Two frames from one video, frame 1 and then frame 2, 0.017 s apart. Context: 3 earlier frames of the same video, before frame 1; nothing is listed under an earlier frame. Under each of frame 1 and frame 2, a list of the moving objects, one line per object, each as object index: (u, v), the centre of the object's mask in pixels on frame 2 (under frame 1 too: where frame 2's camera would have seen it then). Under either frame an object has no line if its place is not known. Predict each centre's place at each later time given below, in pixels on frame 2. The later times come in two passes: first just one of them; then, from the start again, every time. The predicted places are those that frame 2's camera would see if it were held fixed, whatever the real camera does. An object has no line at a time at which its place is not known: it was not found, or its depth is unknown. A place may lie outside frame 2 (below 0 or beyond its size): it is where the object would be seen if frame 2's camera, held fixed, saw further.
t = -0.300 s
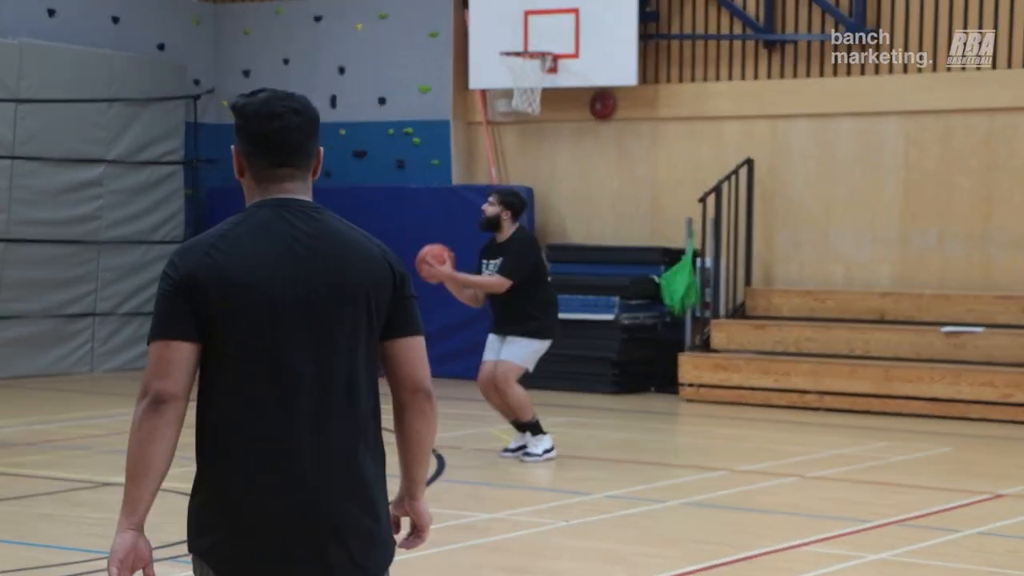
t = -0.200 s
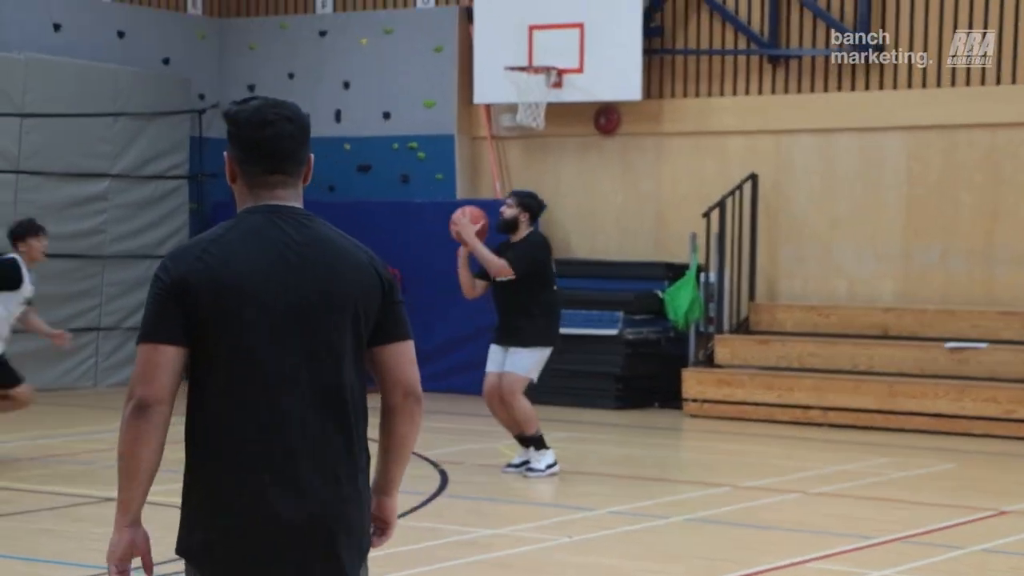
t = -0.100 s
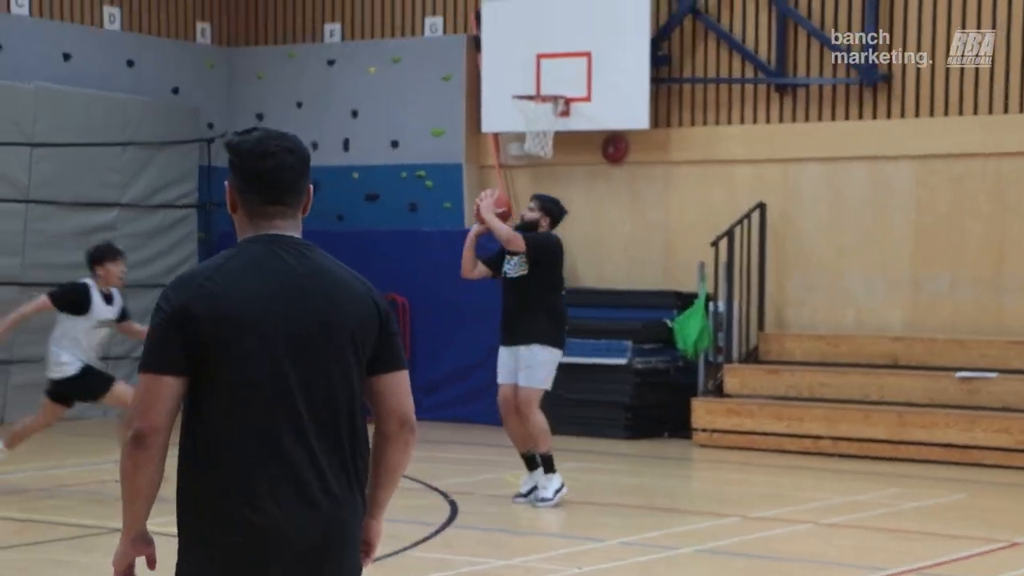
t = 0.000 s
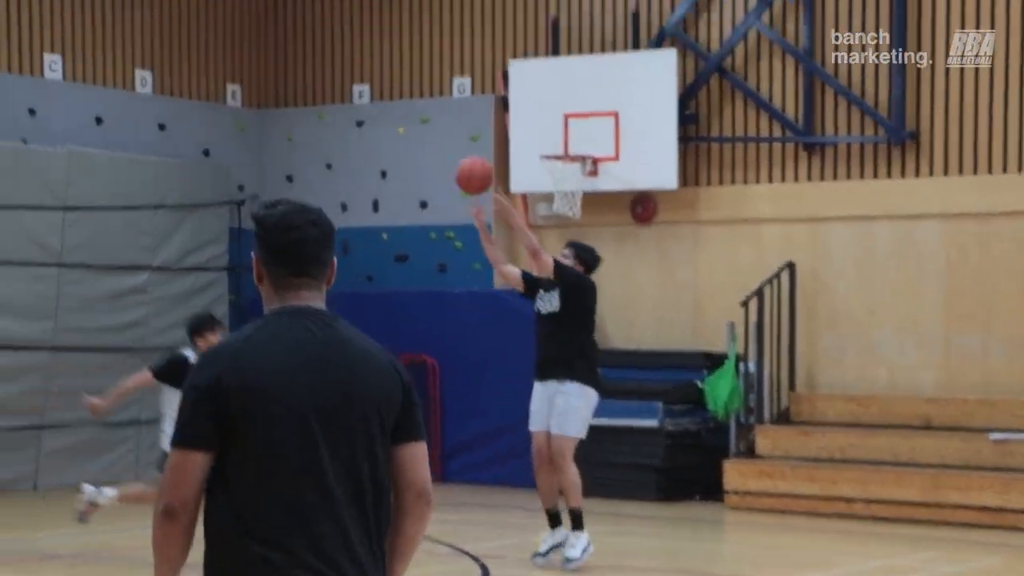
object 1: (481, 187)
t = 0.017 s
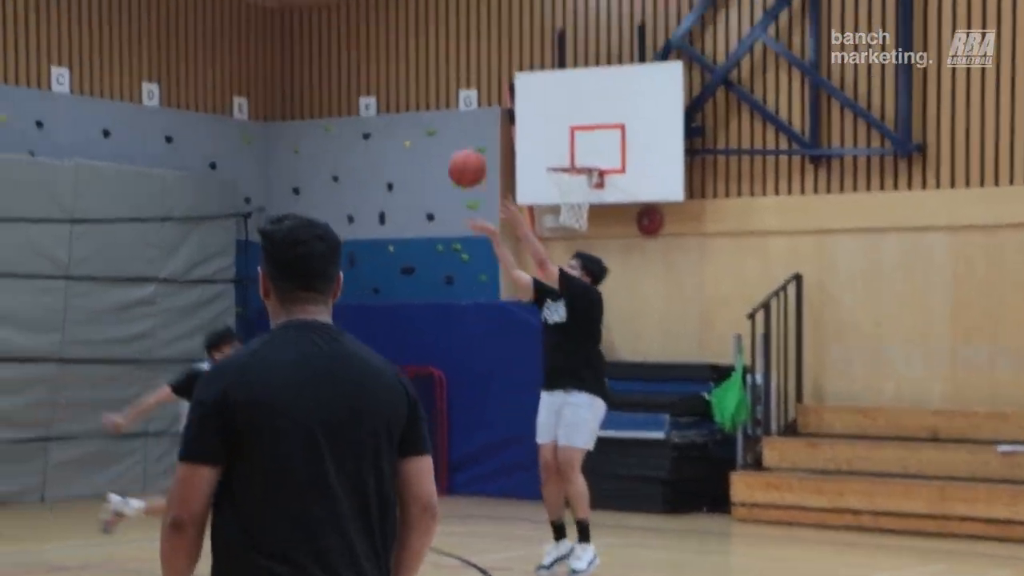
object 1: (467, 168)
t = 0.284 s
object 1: (239, -90)
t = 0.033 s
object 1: (453, 149)
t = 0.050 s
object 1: (439, 131)
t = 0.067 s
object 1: (426, 113)
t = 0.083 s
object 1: (411, 95)
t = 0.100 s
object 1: (397, 77)
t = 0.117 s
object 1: (383, 60)
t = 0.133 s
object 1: (370, 44)
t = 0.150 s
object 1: (355, 28)
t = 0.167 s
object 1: (341, 12)
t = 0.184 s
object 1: (327, -4)
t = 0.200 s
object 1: (312, -20)
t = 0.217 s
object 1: (298, -34)
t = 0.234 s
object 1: (283, -48)
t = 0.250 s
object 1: (268, -63)
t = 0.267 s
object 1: (254, -76)
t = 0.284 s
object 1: (239, -90)
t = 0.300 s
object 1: (225, -101)
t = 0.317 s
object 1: (209, -113)
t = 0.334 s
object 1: (195, -124)
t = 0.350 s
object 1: (181, -134)
